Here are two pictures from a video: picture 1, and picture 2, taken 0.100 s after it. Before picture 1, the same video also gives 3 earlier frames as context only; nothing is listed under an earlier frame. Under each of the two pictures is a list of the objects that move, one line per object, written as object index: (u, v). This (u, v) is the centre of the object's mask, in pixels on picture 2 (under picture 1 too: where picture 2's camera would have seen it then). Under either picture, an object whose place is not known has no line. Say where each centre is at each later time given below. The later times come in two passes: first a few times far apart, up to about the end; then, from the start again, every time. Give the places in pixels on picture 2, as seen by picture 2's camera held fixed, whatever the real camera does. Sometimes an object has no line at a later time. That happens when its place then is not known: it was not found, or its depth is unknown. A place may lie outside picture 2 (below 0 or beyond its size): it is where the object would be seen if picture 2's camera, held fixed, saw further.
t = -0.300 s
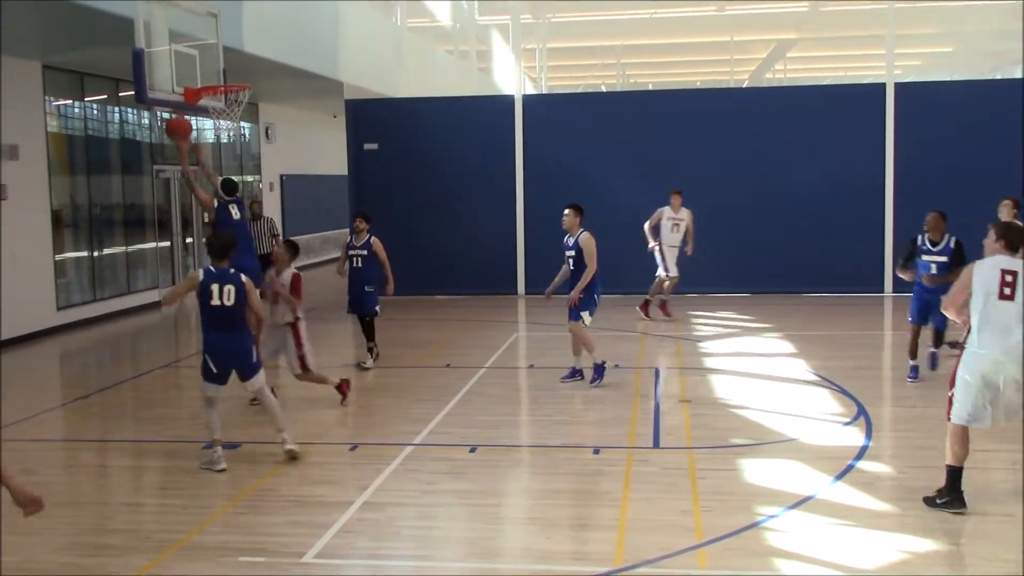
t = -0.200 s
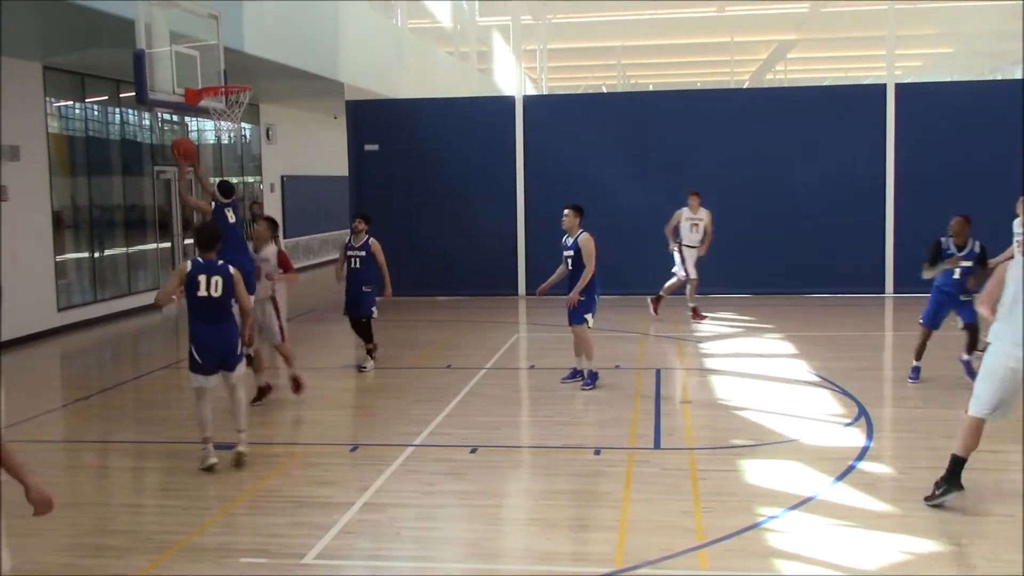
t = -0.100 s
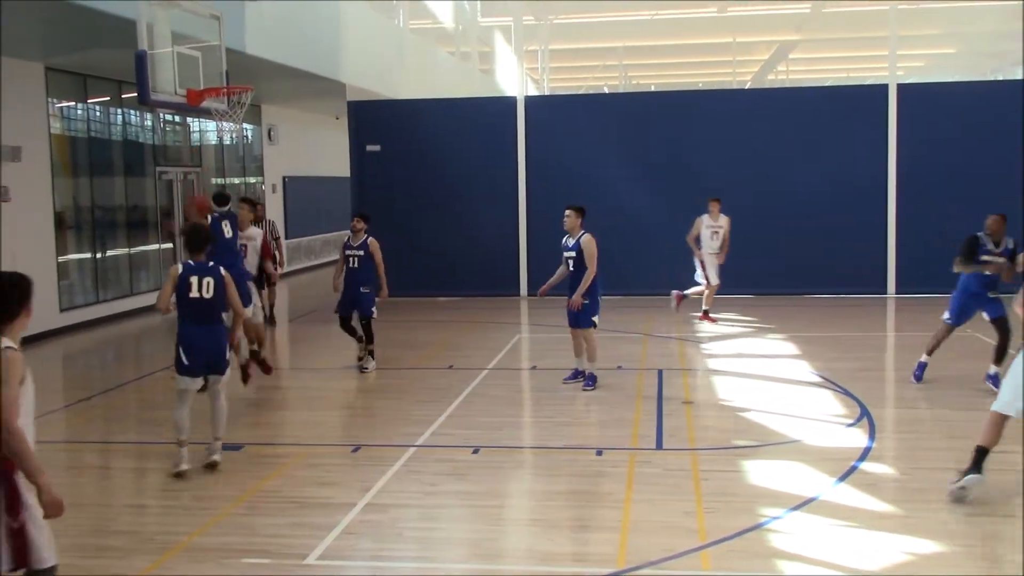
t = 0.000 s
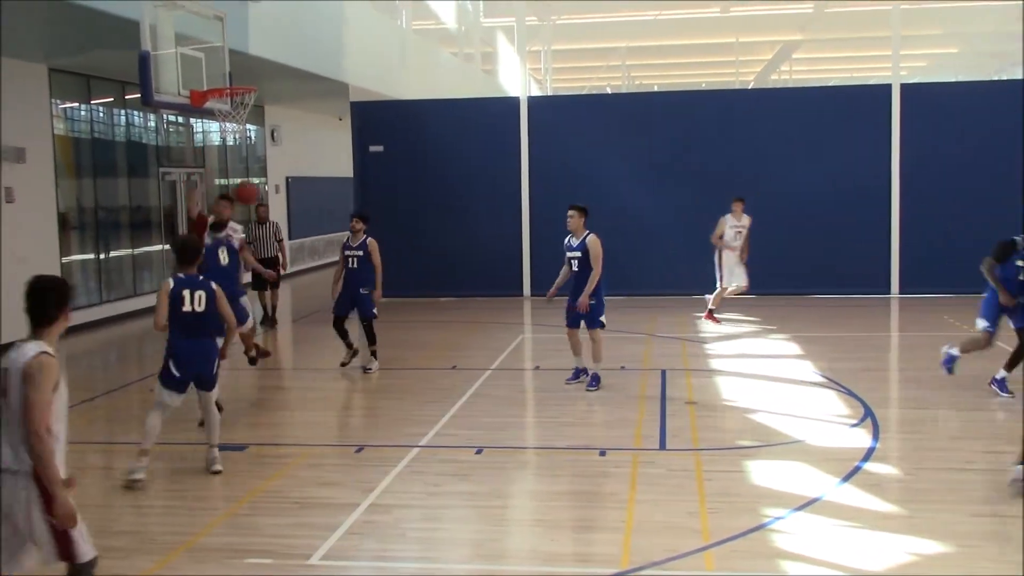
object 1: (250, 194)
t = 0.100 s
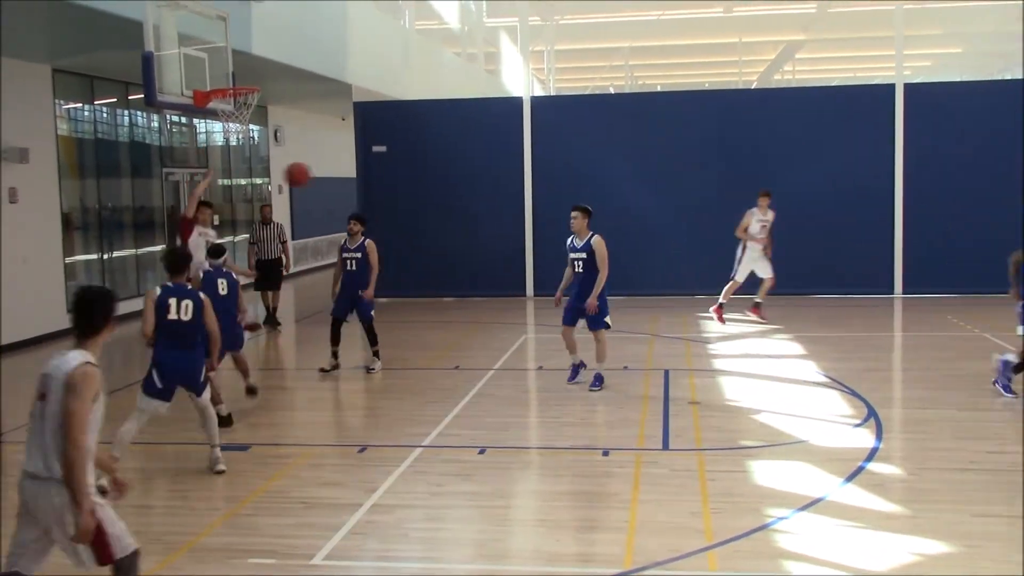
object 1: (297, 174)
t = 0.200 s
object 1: (345, 167)
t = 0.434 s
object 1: (451, 186)
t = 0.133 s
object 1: (313, 171)
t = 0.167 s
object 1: (329, 168)
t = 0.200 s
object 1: (345, 167)
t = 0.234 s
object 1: (361, 166)
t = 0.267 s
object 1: (376, 167)
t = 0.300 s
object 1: (391, 169)
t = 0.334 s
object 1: (407, 170)
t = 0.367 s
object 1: (422, 174)
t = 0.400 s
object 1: (436, 180)
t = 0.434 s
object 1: (451, 186)
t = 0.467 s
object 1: (466, 194)
